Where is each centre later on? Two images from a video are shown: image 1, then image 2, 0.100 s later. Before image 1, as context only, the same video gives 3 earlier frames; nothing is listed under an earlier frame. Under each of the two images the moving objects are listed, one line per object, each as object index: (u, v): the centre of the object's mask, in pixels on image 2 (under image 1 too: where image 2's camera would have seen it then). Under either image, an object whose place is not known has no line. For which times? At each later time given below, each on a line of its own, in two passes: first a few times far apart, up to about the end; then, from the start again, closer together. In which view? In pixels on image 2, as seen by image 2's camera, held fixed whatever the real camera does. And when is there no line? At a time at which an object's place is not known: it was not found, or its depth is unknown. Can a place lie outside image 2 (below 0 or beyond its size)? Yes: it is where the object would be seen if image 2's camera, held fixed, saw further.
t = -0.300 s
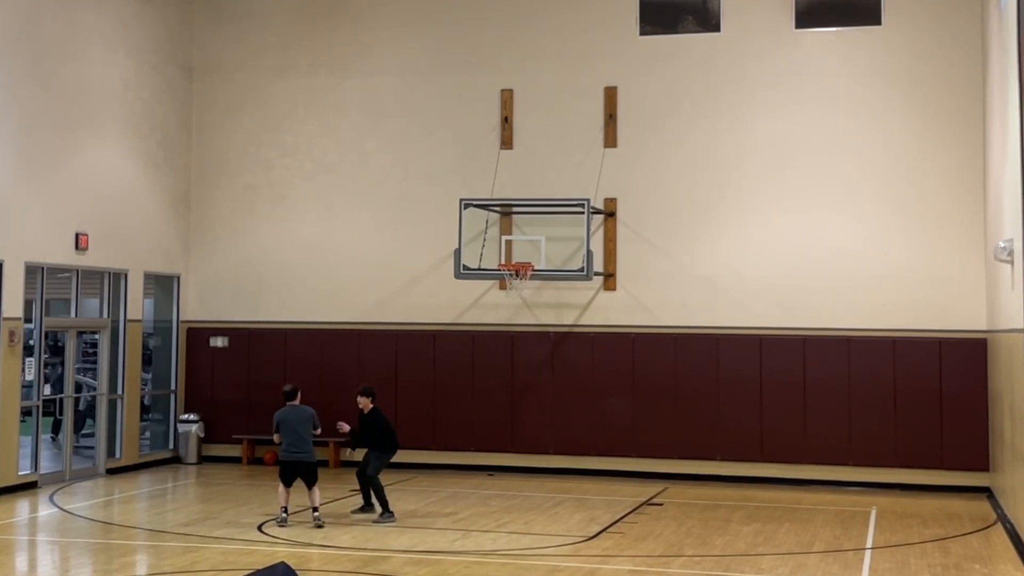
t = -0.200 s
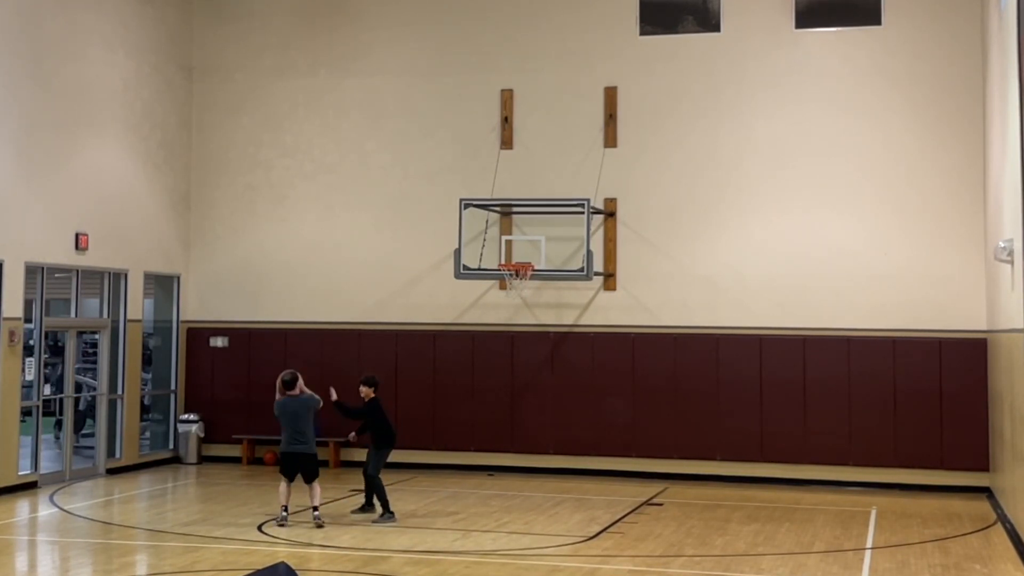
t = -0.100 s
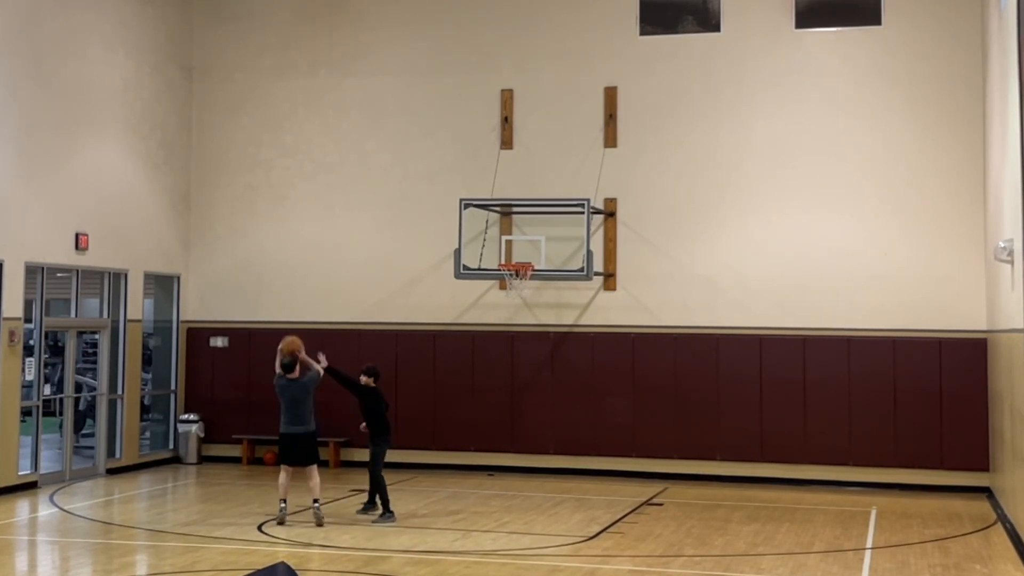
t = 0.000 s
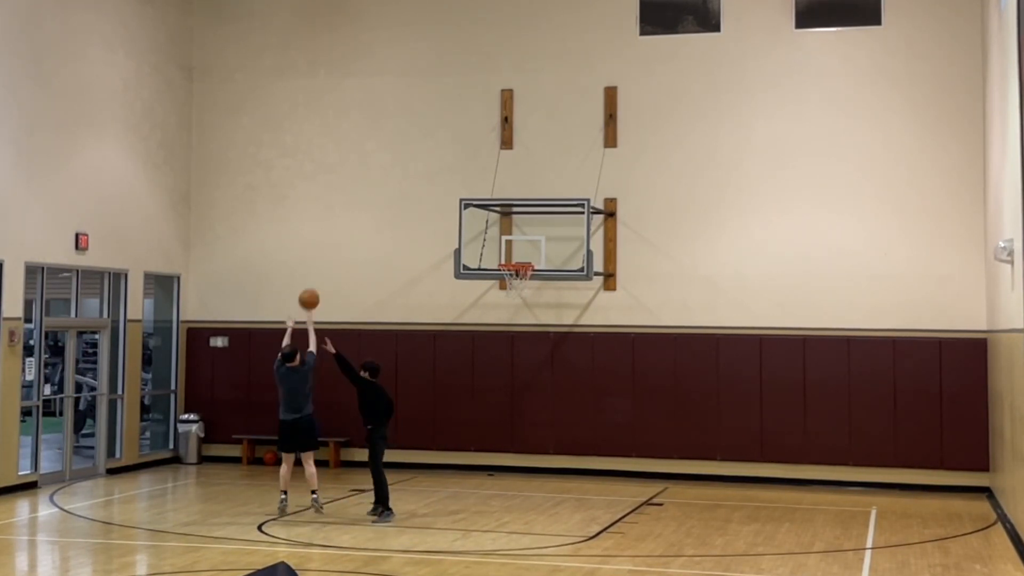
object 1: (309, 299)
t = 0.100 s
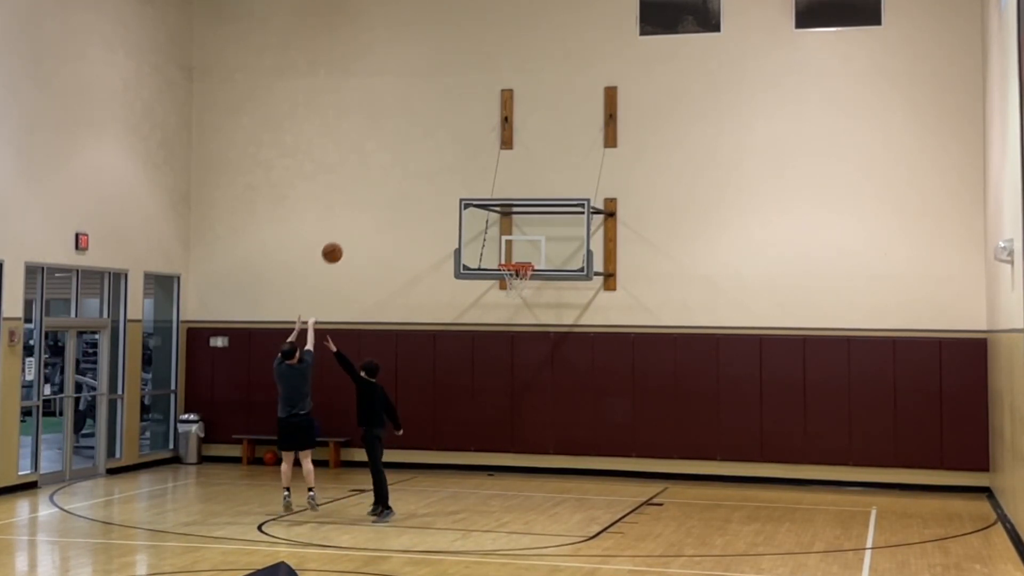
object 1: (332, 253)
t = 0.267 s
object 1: (368, 198)
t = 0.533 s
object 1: (421, 162)
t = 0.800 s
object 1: (468, 182)
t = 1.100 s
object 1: (515, 258)
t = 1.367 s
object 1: (517, 300)
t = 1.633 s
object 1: (503, 377)
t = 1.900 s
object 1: (488, 468)
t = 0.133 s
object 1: (339, 240)
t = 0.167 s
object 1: (347, 228)
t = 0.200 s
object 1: (354, 217)
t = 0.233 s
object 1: (361, 207)
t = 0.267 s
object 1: (368, 198)
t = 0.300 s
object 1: (375, 190)
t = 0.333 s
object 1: (382, 183)
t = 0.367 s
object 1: (389, 178)
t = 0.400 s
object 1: (396, 173)
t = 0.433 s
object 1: (402, 169)
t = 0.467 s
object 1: (409, 166)
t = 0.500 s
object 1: (415, 164)
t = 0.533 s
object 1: (421, 162)
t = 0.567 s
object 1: (428, 162)
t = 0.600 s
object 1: (434, 163)
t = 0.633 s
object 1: (440, 164)
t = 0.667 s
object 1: (446, 166)
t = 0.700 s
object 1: (452, 169)
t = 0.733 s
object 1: (457, 172)
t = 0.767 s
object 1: (463, 177)
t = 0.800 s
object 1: (468, 182)
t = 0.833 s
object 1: (474, 188)
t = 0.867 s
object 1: (479, 195)
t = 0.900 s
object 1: (485, 203)
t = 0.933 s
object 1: (490, 211)
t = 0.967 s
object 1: (495, 220)
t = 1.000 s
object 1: (500, 229)
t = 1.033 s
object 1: (505, 240)
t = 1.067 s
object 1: (510, 250)
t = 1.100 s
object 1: (515, 258)
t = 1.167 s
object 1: (522, 269)
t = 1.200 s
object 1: (527, 278)
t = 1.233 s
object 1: (524, 282)
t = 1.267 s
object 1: (522, 292)
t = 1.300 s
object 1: (520, 292)
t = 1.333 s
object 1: (519, 296)
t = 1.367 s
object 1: (517, 300)
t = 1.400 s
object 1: (515, 307)
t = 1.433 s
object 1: (513, 315)
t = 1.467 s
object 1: (511, 323)
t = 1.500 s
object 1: (510, 333)
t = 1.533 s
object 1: (508, 342)
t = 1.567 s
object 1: (506, 353)
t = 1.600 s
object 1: (504, 365)
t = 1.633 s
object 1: (503, 377)
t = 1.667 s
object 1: (501, 390)
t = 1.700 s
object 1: (499, 404)
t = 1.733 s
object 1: (497, 418)
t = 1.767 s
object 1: (496, 434)
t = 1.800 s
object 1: (494, 450)
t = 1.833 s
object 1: (492, 467)
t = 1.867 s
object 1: (490, 480)
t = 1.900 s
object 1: (488, 468)
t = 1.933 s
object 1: (486, 456)
